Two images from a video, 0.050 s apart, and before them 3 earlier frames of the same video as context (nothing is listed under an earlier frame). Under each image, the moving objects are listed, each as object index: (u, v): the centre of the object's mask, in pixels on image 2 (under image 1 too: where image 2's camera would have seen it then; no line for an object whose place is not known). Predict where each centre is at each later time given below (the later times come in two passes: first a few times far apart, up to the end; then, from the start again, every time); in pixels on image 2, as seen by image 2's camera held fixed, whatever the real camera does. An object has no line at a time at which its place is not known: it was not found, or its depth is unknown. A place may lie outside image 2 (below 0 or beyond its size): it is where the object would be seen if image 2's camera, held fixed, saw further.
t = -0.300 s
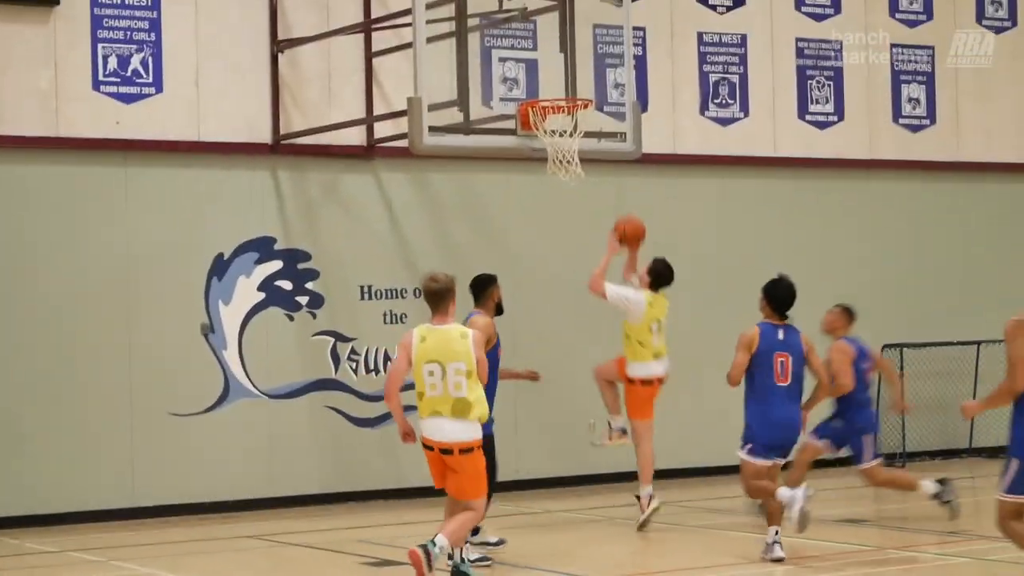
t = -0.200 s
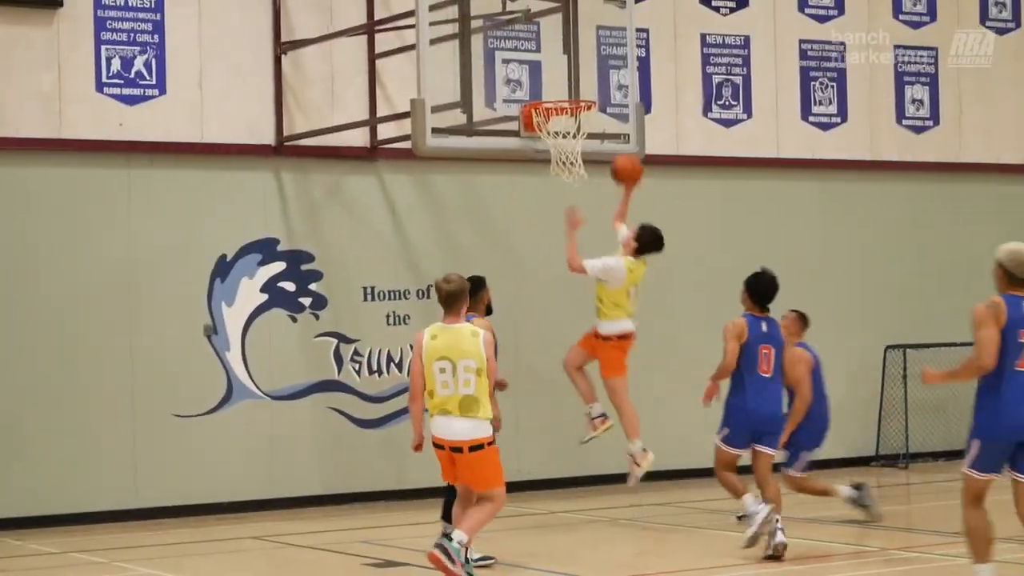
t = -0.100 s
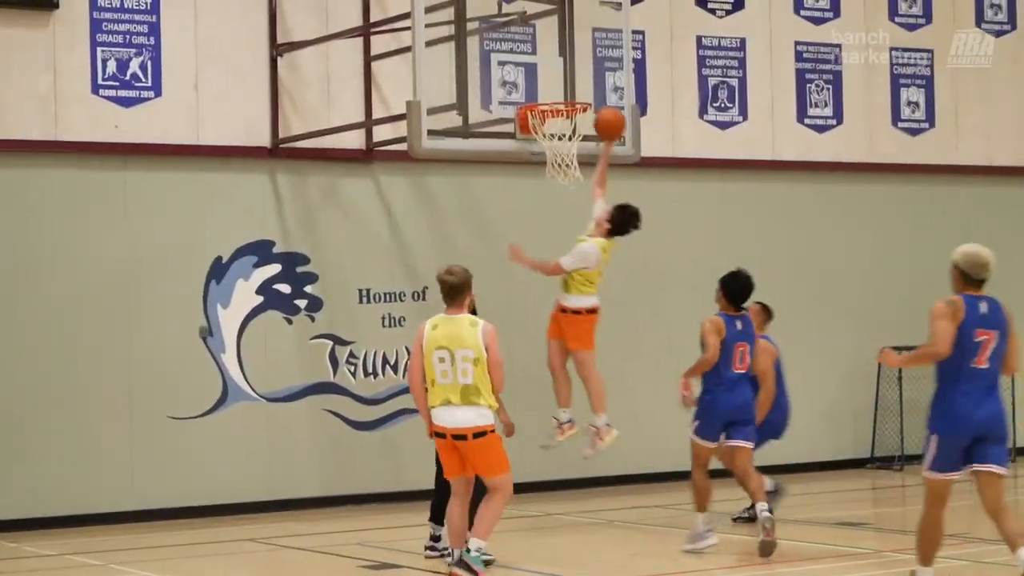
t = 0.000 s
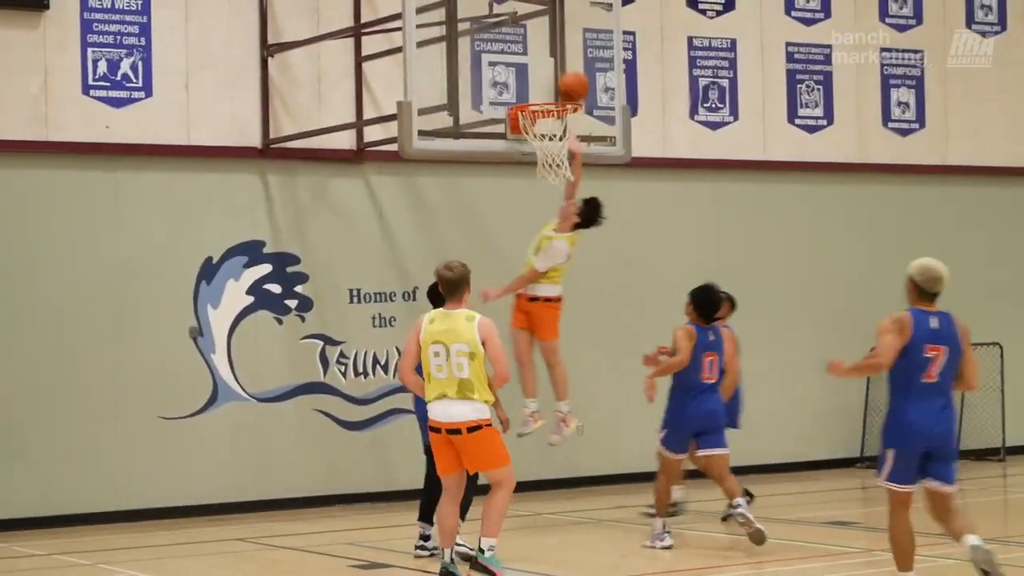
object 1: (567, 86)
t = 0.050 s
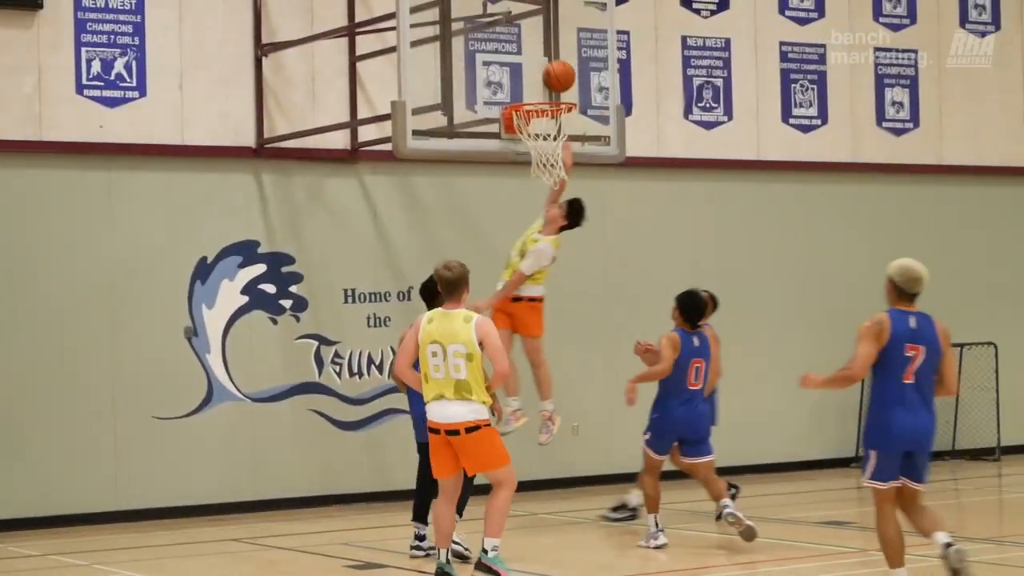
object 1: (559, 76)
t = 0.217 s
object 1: (554, 73)
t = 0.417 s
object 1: (551, 122)
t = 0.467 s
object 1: (550, 133)
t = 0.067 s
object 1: (558, 74)
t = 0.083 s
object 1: (557, 73)
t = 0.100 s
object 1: (557, 72)
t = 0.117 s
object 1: (556, 71)
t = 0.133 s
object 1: (556, 70)
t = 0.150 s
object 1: (556, 70)
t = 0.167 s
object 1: (555, 70)
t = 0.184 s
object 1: (555, 71)
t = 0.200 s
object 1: (555, 72)
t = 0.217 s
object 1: (554, 73)
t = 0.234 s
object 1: (554, 75)
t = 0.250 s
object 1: (553, 77)
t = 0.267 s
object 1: (553, 80)
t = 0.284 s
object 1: (553, 84)
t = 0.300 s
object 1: (552, 87)
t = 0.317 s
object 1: (552, 90)
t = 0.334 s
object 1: (552, 91)
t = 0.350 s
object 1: (552, 99)
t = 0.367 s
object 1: (551, 104)
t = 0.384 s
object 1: (551, 109)
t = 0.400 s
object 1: (550, 116)
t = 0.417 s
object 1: (551, 122)
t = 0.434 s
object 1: (551, 126)
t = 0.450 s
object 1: (550, 130)
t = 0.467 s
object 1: (550, 133)
